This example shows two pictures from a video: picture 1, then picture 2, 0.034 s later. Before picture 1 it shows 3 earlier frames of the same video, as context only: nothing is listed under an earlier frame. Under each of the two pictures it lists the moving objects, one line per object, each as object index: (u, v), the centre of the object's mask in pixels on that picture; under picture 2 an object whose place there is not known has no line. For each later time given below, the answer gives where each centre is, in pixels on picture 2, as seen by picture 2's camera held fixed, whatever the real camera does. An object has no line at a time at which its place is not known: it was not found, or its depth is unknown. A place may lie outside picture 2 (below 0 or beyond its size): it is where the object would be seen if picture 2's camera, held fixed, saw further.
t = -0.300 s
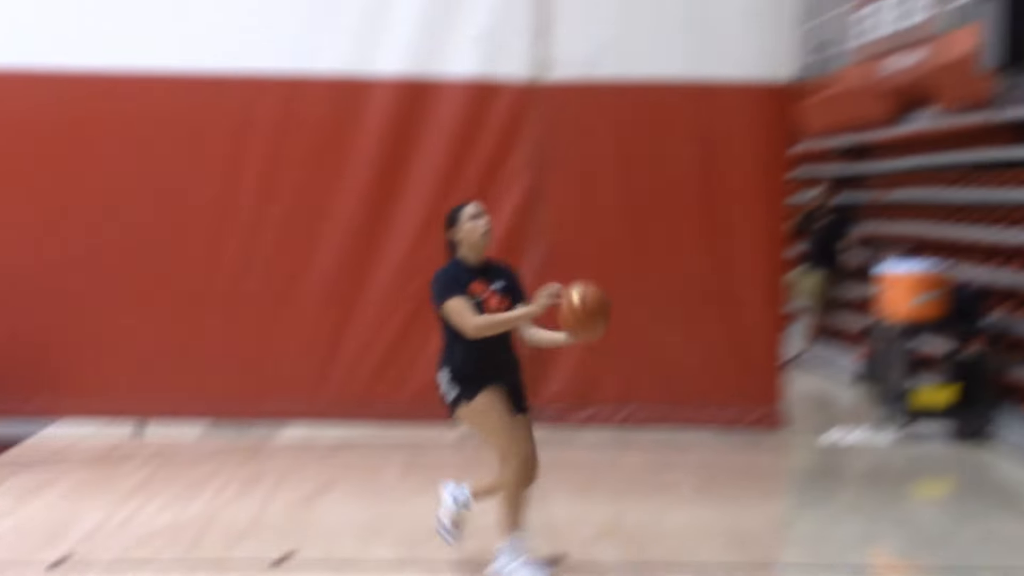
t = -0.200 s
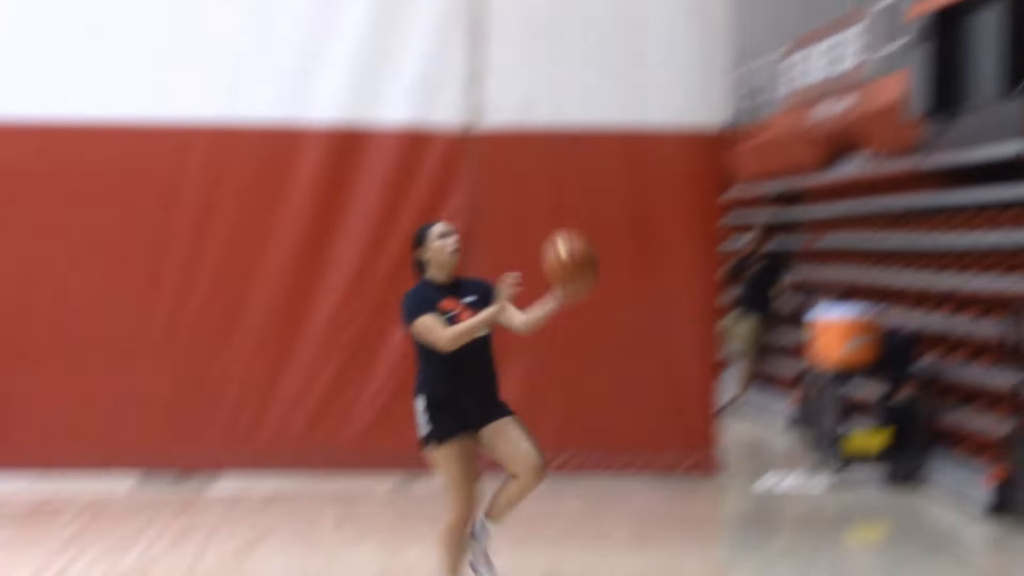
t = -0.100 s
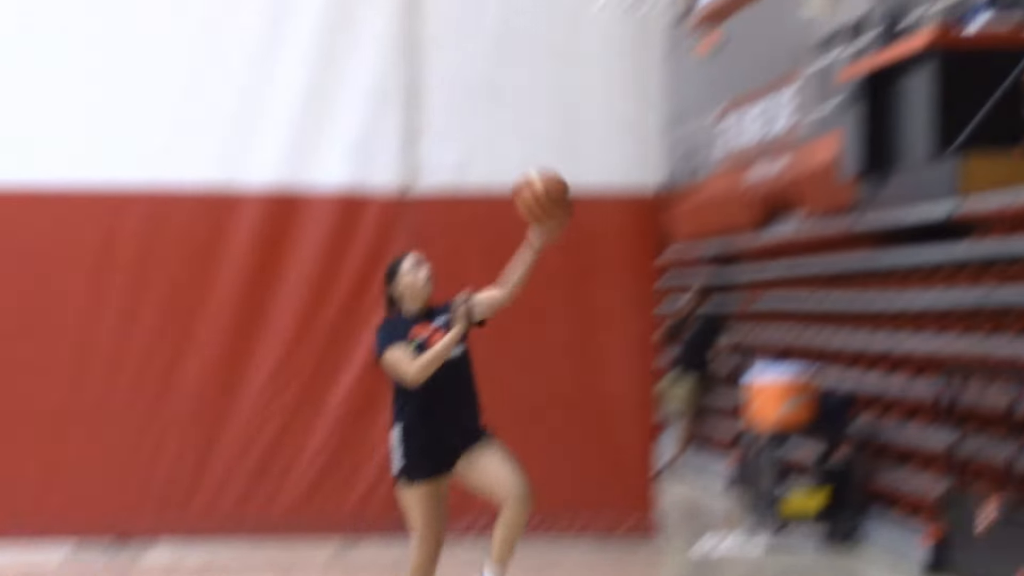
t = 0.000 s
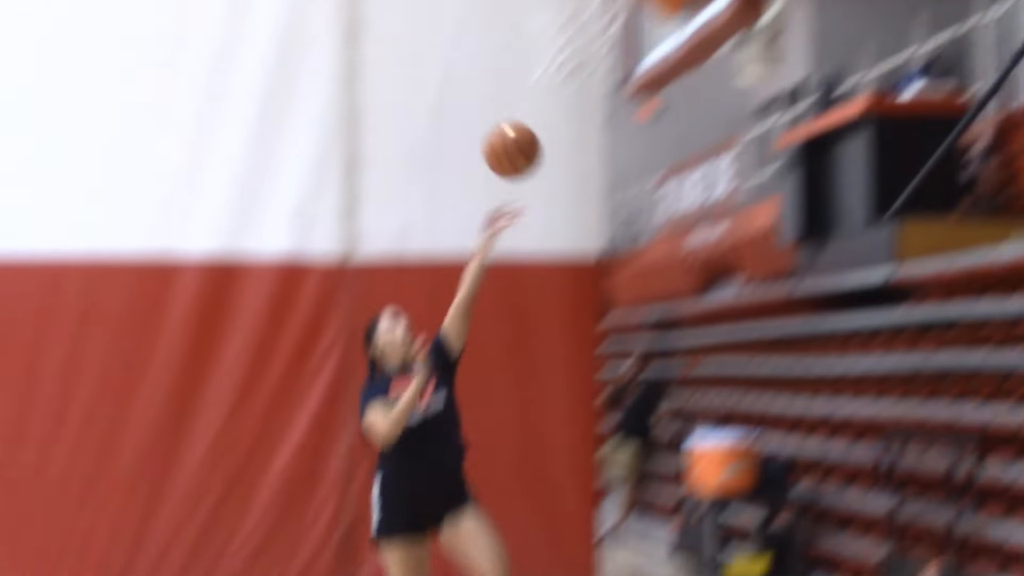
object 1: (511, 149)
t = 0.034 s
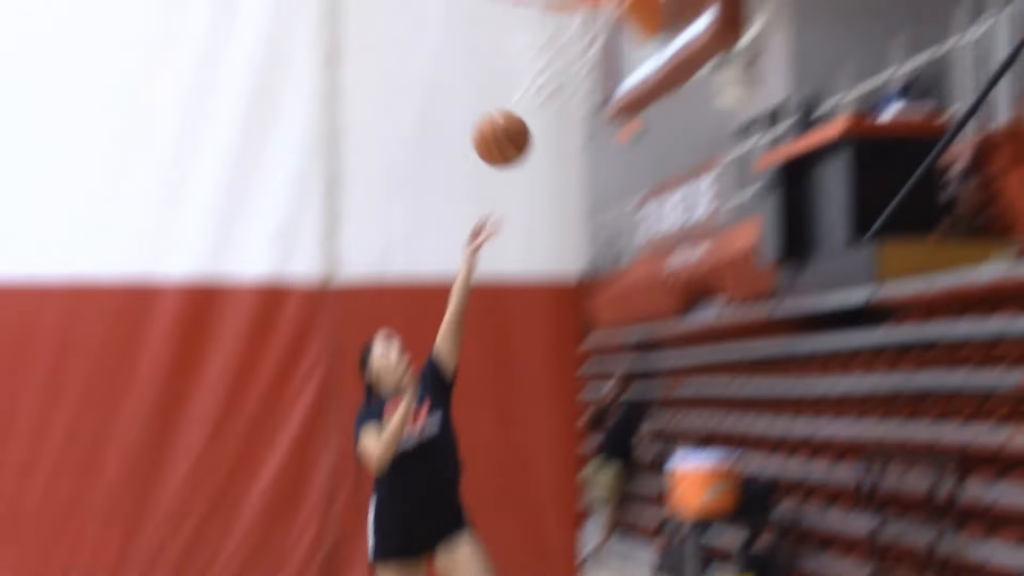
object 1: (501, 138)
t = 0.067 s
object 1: (510, 107)
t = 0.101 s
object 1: (520, 80)
